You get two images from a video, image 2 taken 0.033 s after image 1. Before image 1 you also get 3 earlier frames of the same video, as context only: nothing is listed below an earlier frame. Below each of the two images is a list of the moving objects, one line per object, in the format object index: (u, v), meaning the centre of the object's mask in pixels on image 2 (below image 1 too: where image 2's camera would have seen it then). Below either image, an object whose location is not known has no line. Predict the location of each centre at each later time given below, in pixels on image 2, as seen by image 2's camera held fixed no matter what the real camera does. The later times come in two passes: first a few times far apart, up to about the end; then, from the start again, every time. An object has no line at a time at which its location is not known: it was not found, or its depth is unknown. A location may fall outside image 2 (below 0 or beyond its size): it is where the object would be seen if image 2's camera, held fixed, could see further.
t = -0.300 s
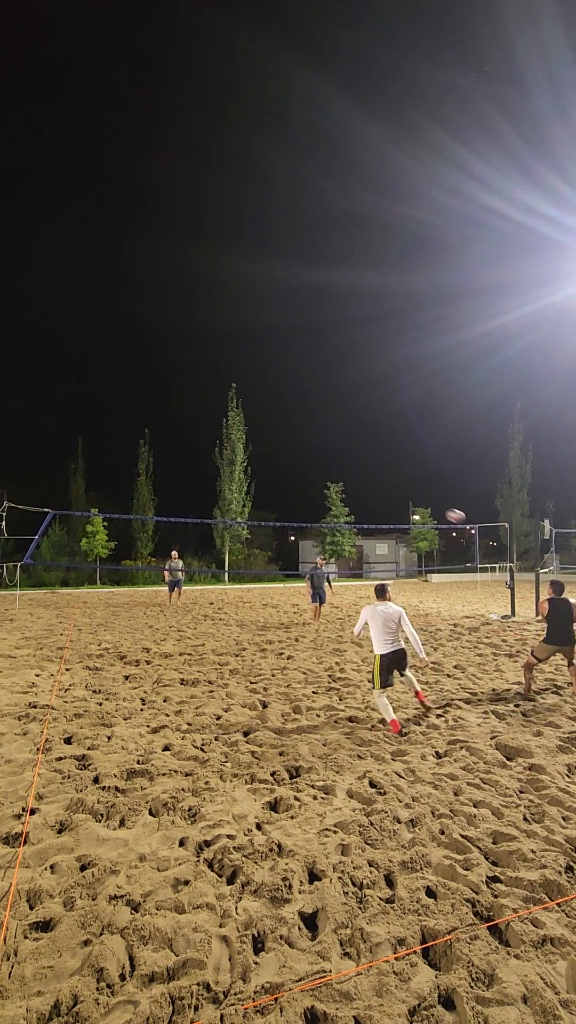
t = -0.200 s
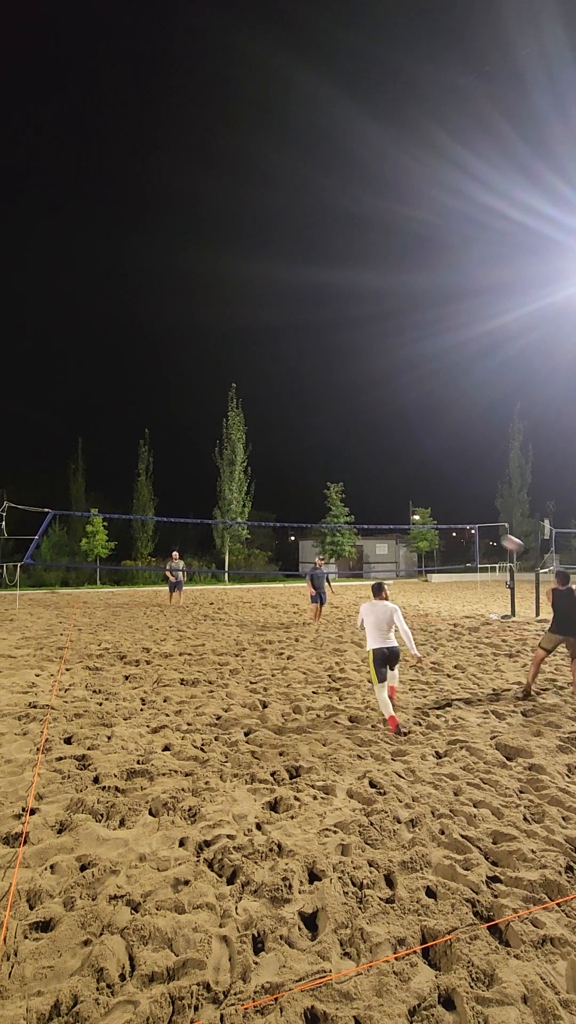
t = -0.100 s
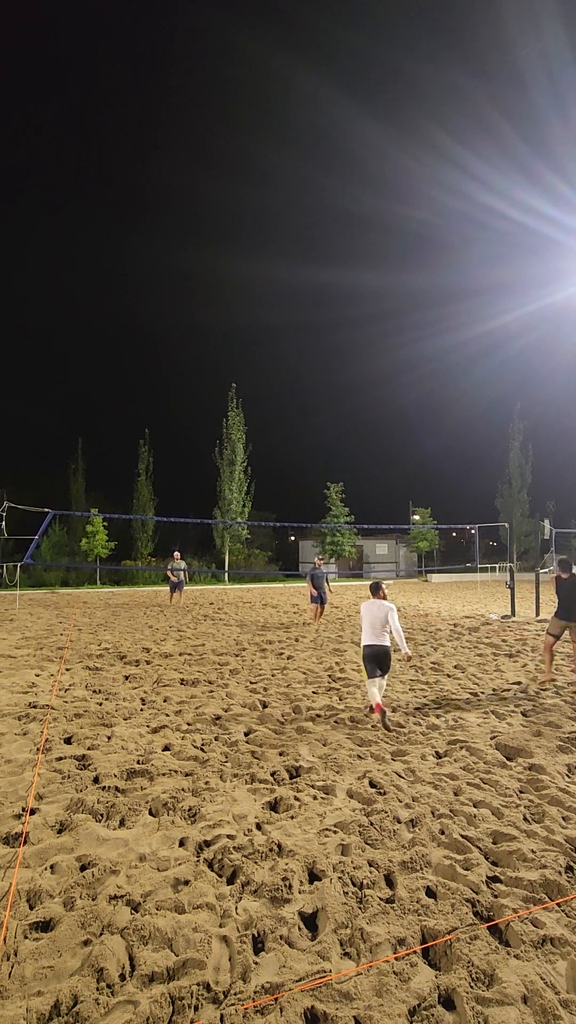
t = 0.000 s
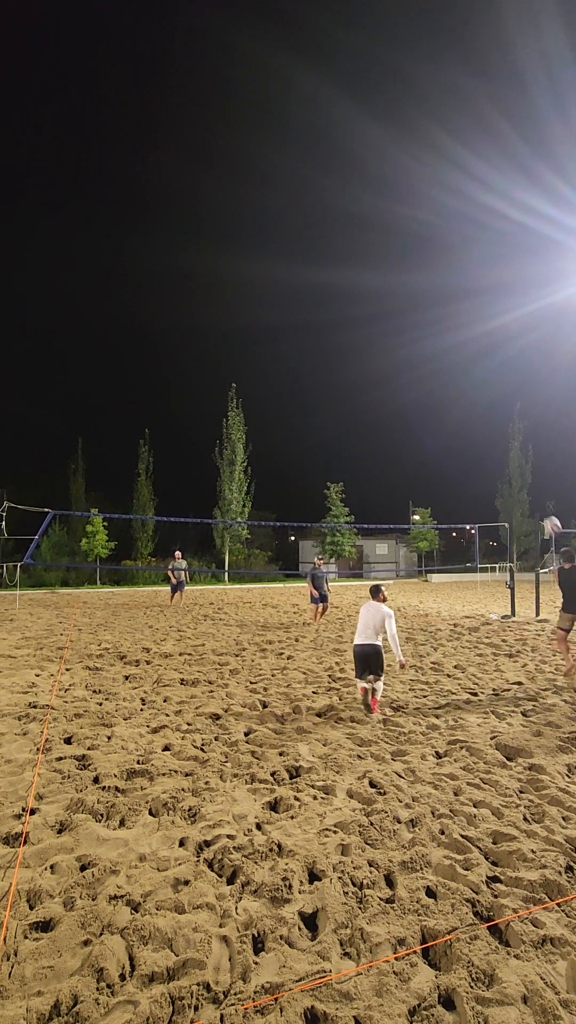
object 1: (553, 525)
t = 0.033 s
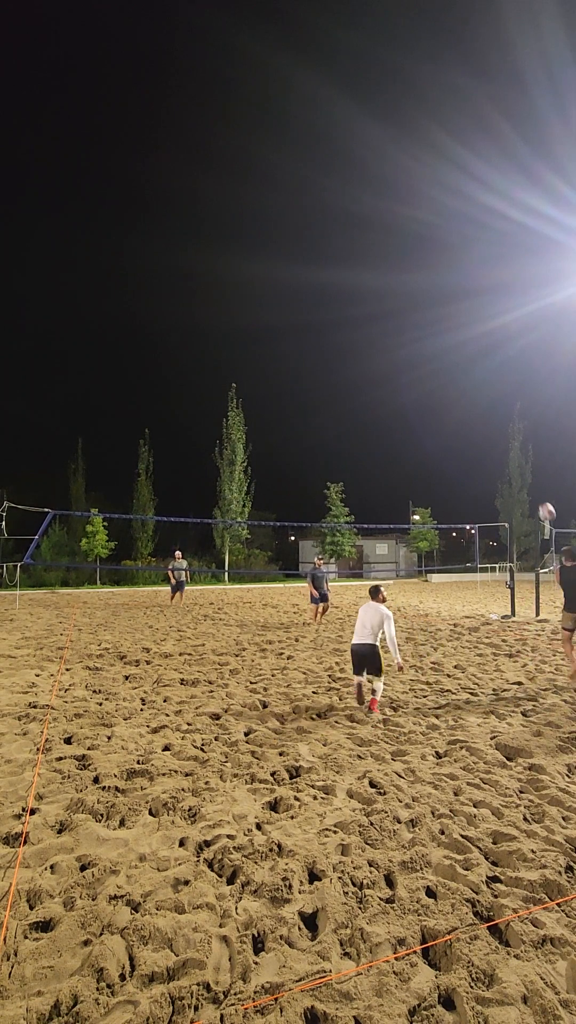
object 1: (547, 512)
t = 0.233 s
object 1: (516, 451)
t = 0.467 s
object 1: (486, 419)
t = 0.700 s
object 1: (461, 419)
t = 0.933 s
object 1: (439, 448)
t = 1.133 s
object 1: (421, 492)
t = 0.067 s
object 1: (541, 500)
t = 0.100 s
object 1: (536, 488)
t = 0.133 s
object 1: (531, 477)
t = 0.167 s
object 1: (526, 468)
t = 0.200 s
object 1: (520, 458)
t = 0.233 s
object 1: (516, 451)
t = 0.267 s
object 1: (511, 444)
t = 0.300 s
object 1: (507, 437)
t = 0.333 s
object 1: (503, 432)
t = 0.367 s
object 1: (498, 428)
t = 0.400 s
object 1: (494, 424)
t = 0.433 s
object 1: (490, 421)
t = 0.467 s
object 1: (486, 419)
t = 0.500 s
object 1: (482, 417)
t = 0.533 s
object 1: (478, 416)
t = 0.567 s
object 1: (475, 415)
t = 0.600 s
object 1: (471, 415)
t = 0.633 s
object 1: (468, 416)
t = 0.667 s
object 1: (464, 418)
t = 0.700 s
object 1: (461, 419)
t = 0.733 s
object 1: (457, 422)
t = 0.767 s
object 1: (454, 425)
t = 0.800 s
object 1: (451, 429)
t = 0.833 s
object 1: (448, 433)
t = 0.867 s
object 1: (445, 437)
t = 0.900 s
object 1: (441, 443)
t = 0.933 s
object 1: (439, 448)
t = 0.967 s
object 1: (436, 454)
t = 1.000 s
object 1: (432, 461)
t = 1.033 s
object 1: (430, 468)
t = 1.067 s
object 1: (427, 476)
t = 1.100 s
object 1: (424, 484)
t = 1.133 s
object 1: (421, 492)
